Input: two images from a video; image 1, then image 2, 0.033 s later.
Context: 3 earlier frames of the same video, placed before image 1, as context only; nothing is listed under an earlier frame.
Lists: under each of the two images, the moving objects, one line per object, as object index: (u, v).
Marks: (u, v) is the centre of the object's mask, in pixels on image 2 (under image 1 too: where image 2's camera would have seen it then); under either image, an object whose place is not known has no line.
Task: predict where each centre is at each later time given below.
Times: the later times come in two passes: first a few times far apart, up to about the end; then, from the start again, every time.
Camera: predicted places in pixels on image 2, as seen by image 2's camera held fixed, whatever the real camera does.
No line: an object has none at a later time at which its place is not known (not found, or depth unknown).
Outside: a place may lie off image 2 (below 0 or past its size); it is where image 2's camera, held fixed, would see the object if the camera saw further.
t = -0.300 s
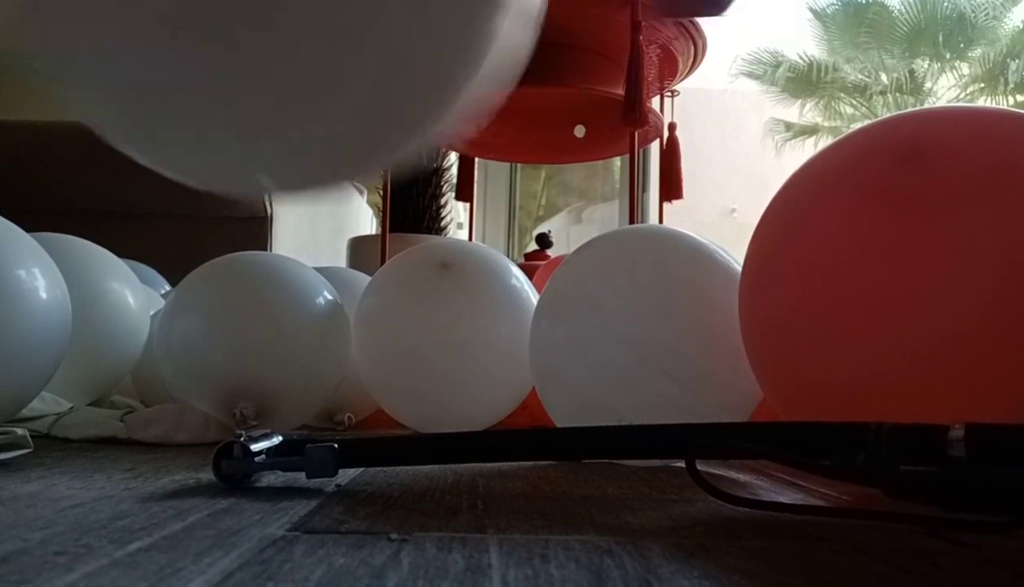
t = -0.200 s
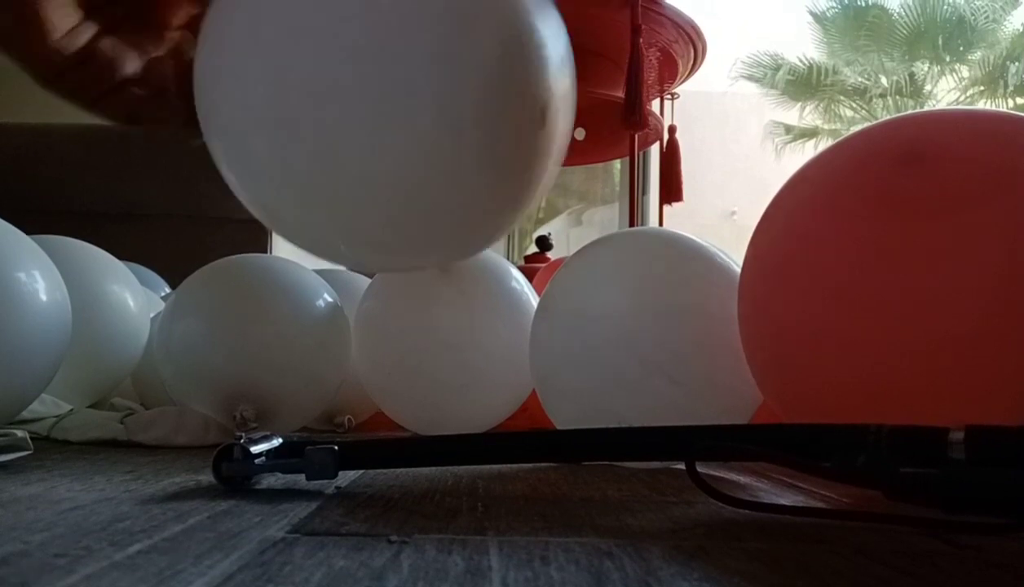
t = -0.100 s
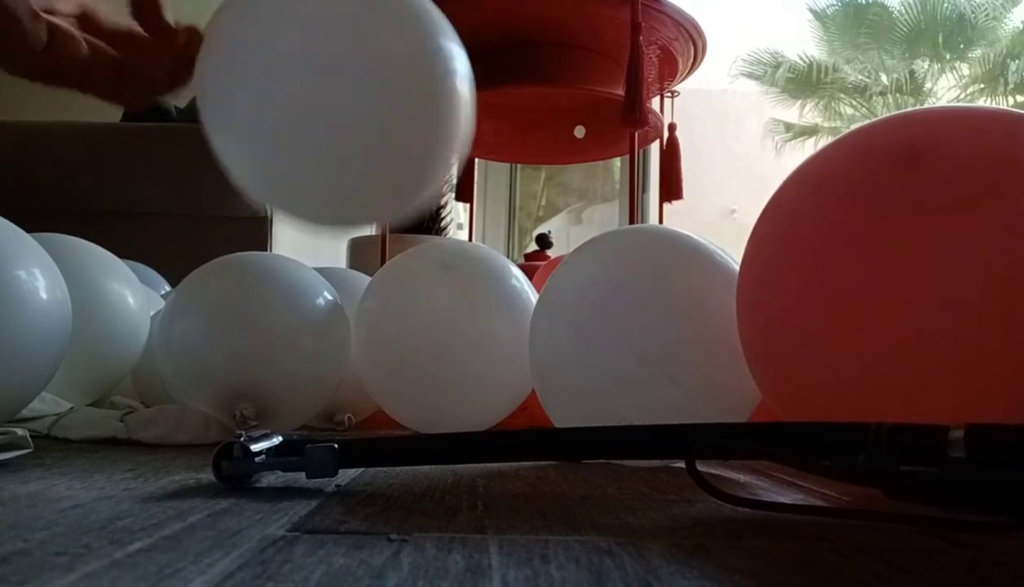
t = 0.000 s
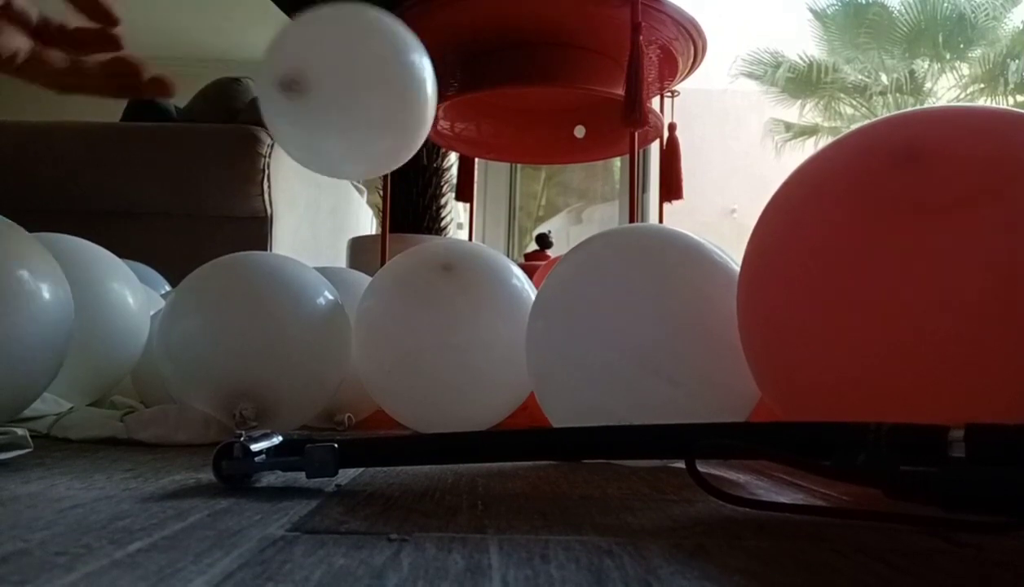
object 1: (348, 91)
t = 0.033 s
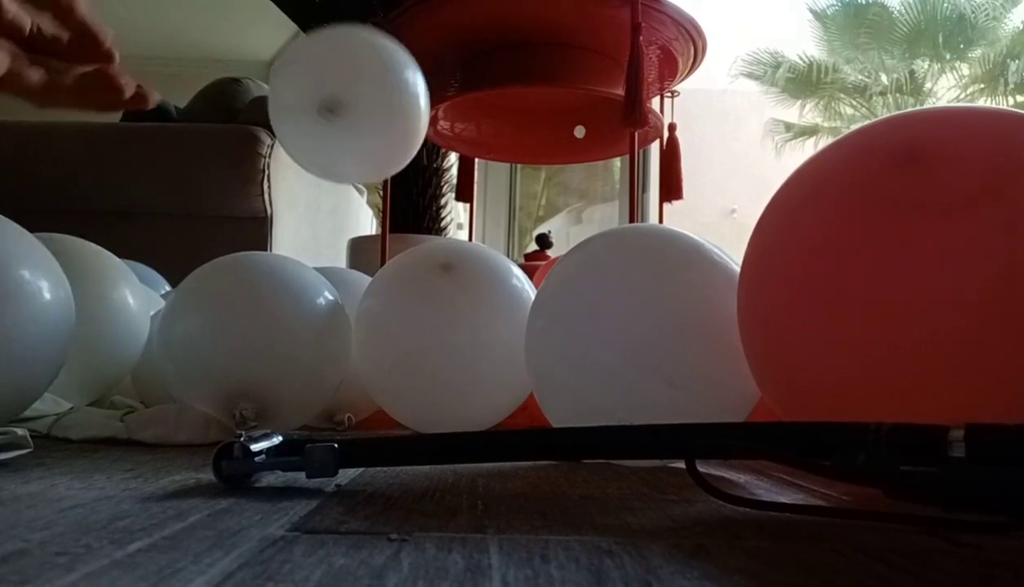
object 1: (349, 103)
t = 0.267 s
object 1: (337, 227)
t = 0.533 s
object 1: (340, 244)
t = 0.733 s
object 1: (293, 235)
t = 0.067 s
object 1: (349, 121)
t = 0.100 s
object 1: (348, 140)
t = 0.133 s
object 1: (345, 160)
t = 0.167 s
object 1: (344, 186)
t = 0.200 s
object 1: (342, 212)
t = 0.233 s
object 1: (339, 231)
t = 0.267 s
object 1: (337, 227)
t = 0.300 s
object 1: (339, 219)
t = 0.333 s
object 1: (341, 214)
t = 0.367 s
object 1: (343, 212)
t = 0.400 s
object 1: (345, 216)
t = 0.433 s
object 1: (346, 222)
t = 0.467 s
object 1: (345, 230)
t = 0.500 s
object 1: (344, 240)
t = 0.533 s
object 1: (340, 244)
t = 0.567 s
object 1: (333, 241)
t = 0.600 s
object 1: (325, 240)
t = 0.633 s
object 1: (316, 241)
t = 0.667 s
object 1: (305, 243)
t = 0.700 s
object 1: (297, 238)
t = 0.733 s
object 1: (293, 235)
